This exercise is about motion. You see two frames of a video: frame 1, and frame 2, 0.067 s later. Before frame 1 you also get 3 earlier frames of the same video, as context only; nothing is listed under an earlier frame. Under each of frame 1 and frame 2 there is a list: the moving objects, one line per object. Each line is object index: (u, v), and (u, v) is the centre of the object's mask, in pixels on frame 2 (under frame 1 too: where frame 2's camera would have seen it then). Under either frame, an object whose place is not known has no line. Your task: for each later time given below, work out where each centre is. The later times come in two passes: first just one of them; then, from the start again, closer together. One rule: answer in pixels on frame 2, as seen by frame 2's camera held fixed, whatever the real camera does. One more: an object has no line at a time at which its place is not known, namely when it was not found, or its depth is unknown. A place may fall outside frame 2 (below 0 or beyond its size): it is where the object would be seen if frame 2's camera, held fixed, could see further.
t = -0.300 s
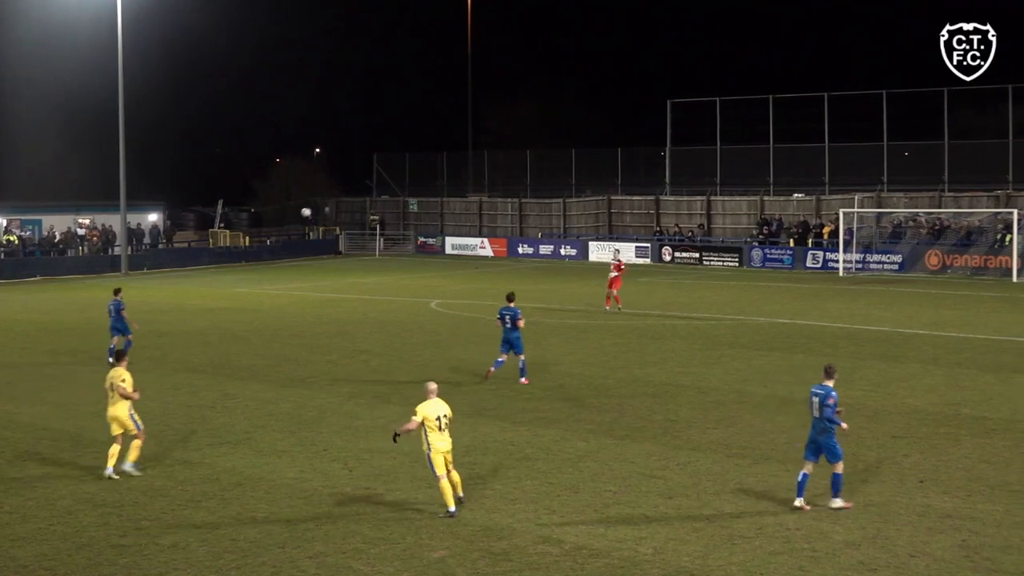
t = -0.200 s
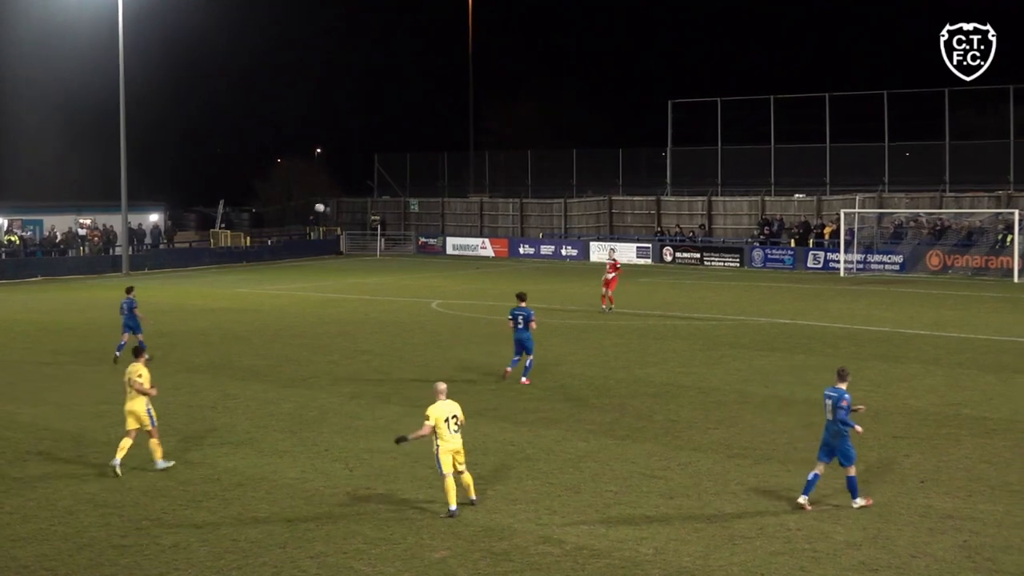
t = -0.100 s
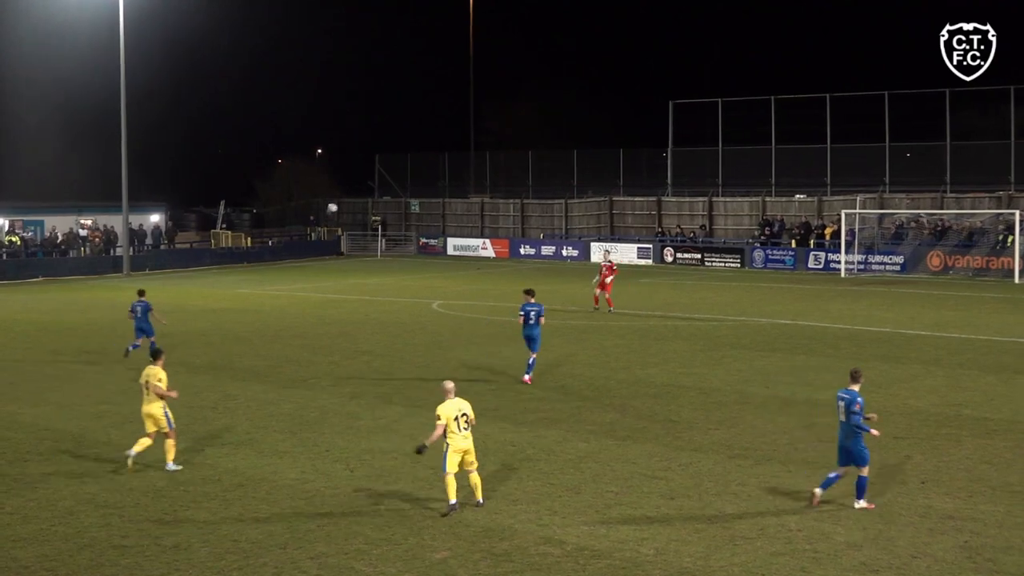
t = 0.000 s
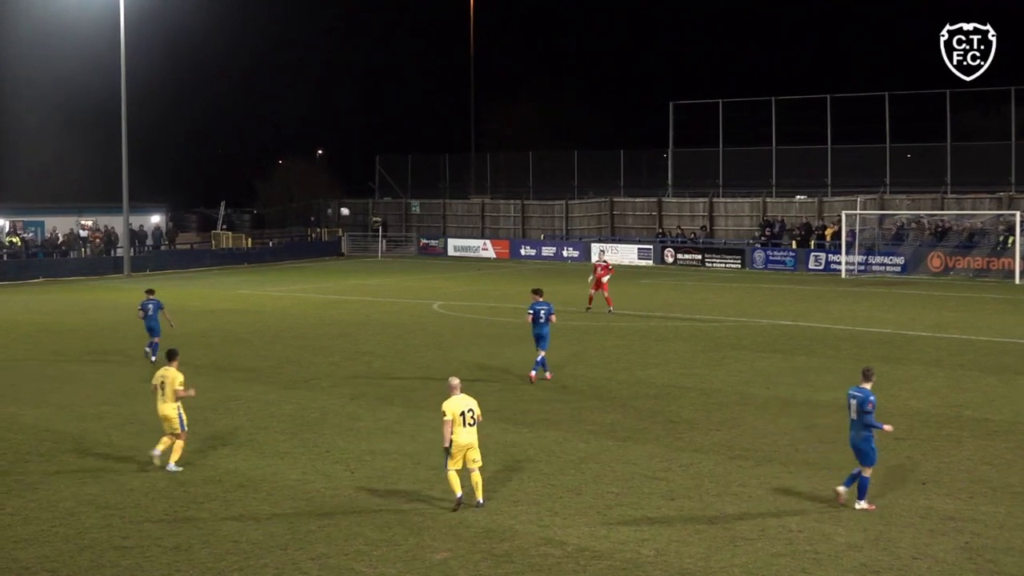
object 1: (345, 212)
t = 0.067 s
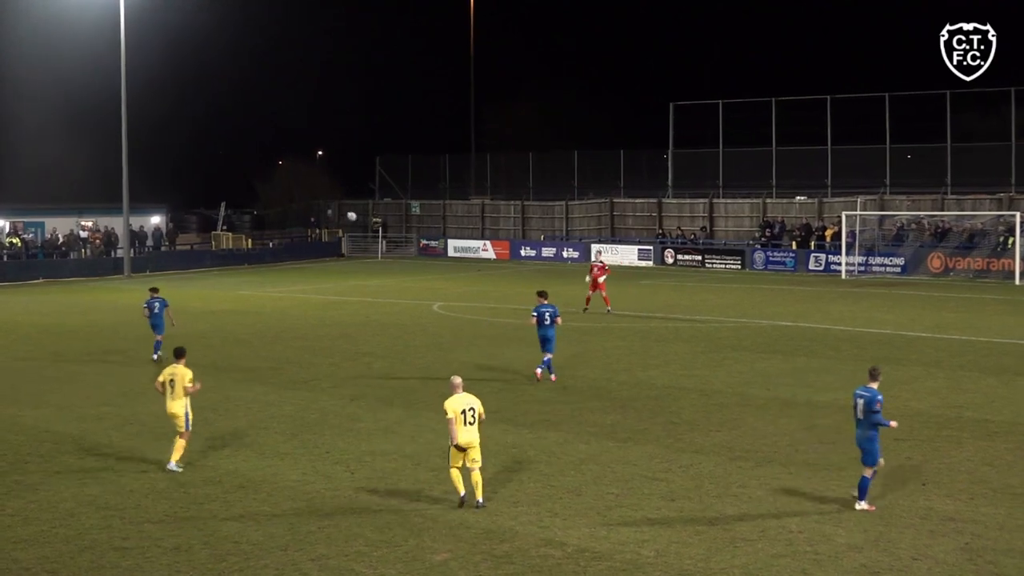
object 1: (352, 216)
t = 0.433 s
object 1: (389, 264)
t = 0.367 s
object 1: (383, 254)
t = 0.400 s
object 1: (387, 260)
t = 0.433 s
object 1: (389, 264)
